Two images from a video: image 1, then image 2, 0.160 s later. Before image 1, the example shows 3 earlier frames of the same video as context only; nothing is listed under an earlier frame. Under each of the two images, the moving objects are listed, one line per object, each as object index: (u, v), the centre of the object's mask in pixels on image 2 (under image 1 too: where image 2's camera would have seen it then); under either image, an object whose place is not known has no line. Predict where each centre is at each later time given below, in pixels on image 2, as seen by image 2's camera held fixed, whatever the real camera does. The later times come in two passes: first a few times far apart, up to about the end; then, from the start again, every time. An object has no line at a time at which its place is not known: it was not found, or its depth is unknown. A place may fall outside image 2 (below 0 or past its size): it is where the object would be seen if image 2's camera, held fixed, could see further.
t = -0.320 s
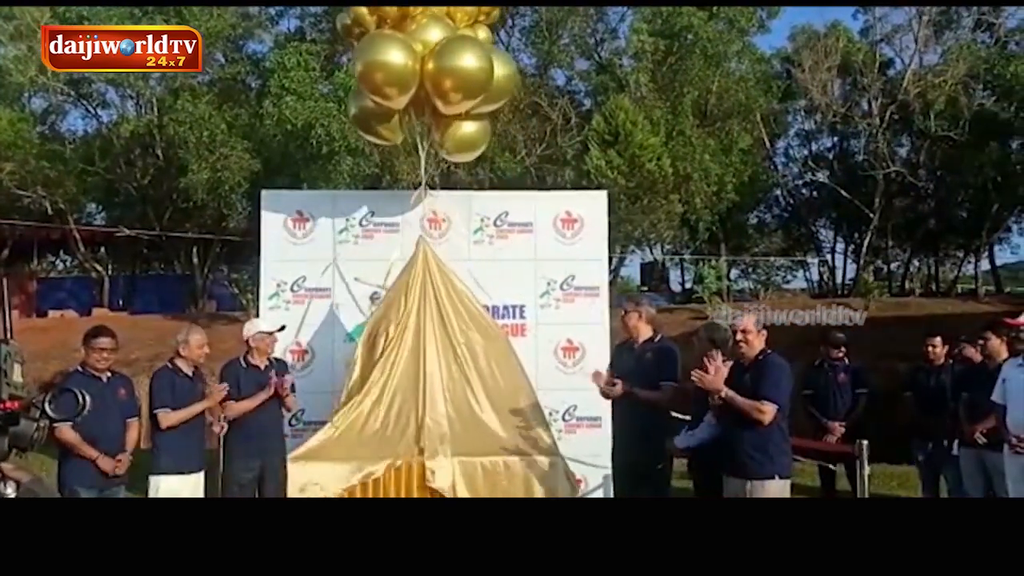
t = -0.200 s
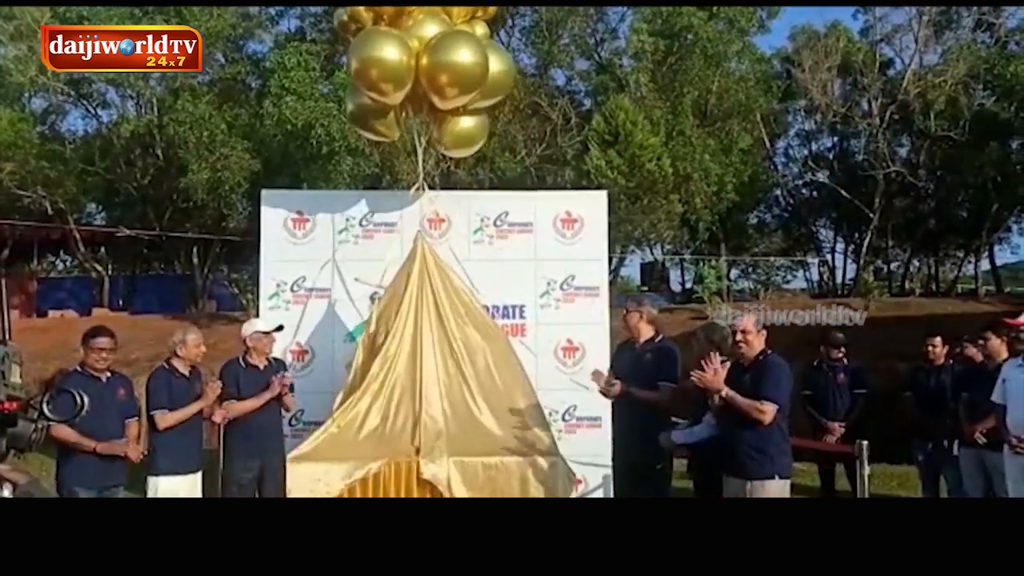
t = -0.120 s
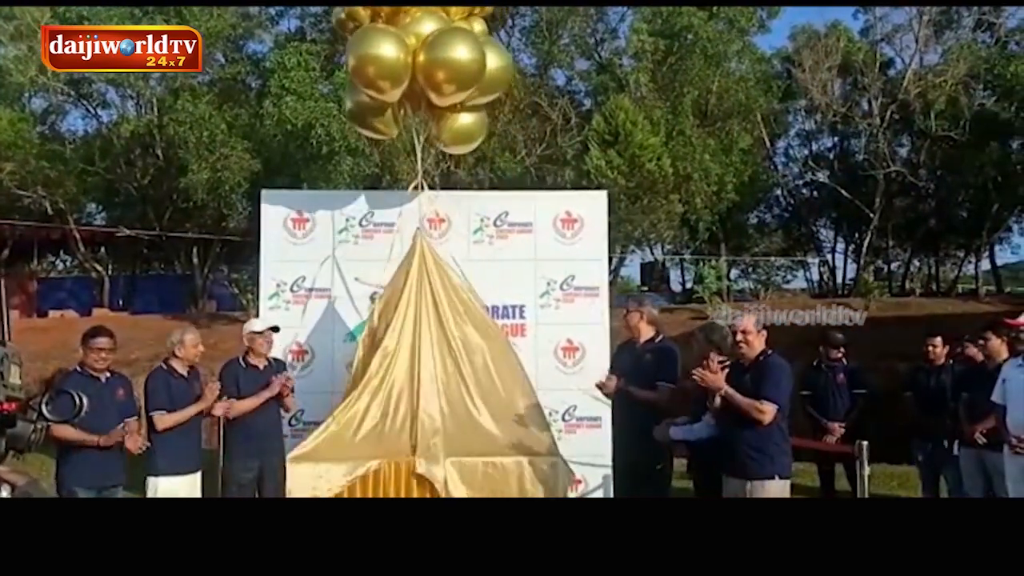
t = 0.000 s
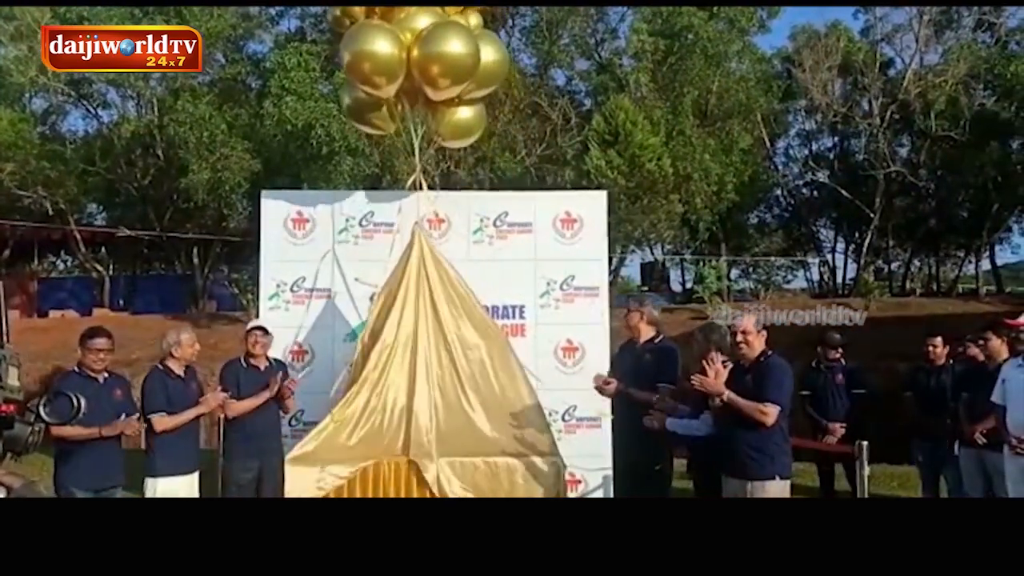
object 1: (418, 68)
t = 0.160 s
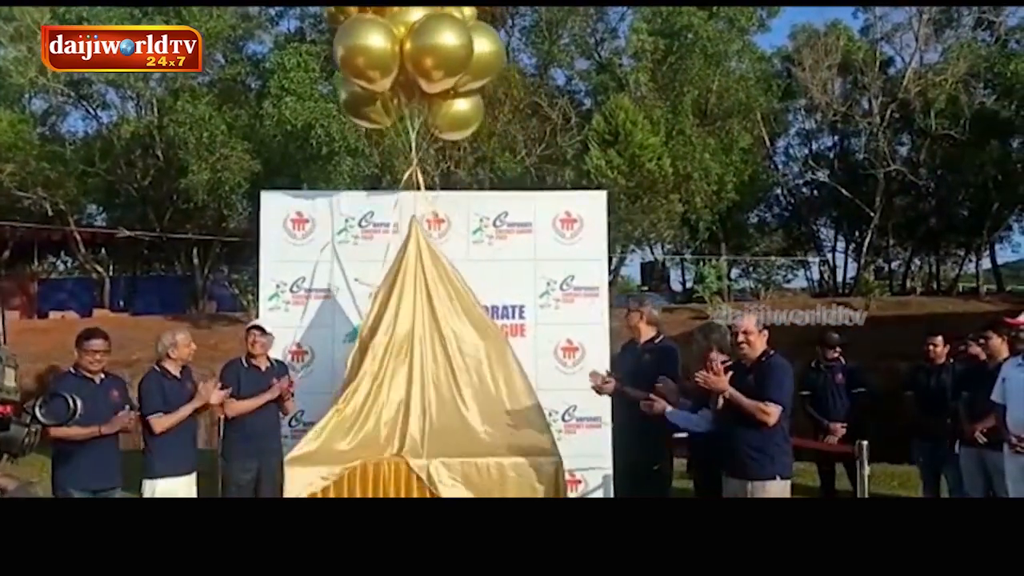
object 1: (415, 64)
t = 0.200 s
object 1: (414, 64)
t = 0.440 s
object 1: (408, 58)
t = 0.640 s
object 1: (401, 53)
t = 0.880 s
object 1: (392, 48)
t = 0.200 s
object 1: (414, 64)
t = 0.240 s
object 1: (413, 63)
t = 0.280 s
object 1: (412, 63)
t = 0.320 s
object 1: (411, 61)
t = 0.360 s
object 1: (410, 61)
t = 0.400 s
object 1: (408, 59)
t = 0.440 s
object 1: (408, 58)
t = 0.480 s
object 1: (407, 57)
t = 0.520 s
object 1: (405, 56)
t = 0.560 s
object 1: (404, 55)
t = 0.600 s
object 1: (403, 54)
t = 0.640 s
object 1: (401, 53)
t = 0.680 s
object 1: (399, 52)
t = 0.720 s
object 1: (397, 51)
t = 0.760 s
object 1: (396, 50)
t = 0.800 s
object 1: (395, 49)
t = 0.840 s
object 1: (393, 49)
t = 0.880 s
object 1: (392, 48)
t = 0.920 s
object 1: (390, 47)
